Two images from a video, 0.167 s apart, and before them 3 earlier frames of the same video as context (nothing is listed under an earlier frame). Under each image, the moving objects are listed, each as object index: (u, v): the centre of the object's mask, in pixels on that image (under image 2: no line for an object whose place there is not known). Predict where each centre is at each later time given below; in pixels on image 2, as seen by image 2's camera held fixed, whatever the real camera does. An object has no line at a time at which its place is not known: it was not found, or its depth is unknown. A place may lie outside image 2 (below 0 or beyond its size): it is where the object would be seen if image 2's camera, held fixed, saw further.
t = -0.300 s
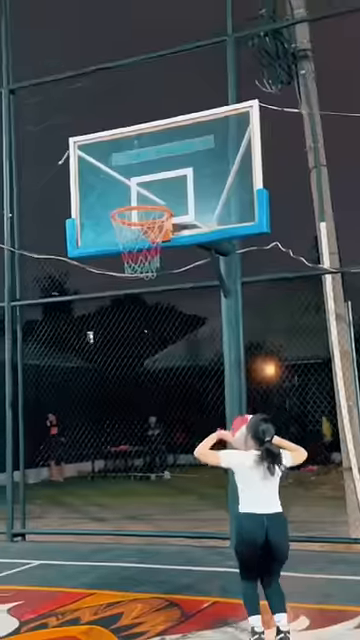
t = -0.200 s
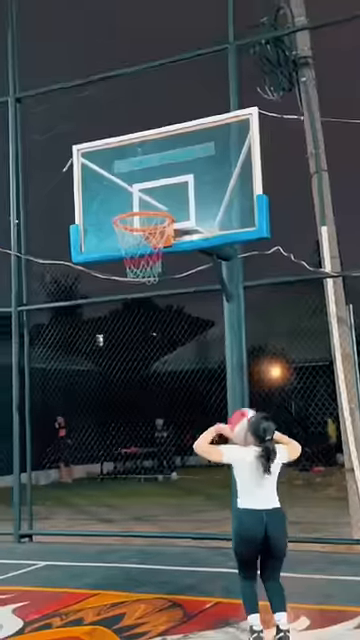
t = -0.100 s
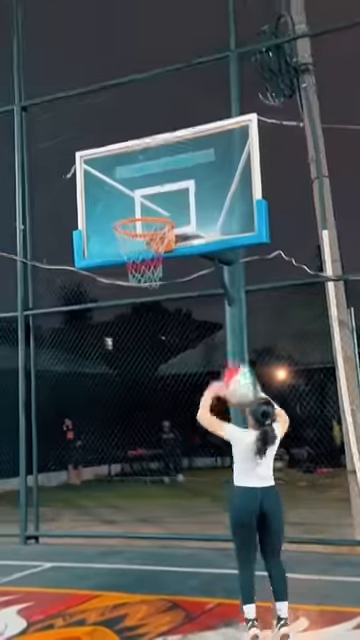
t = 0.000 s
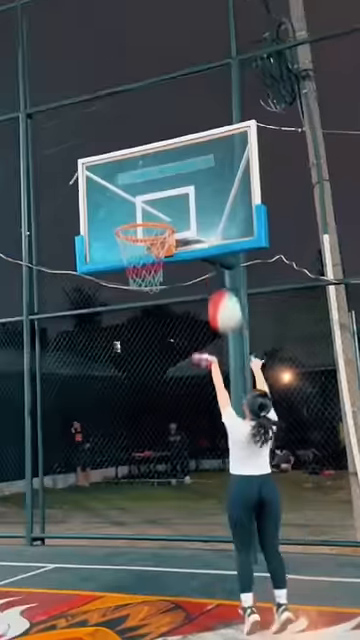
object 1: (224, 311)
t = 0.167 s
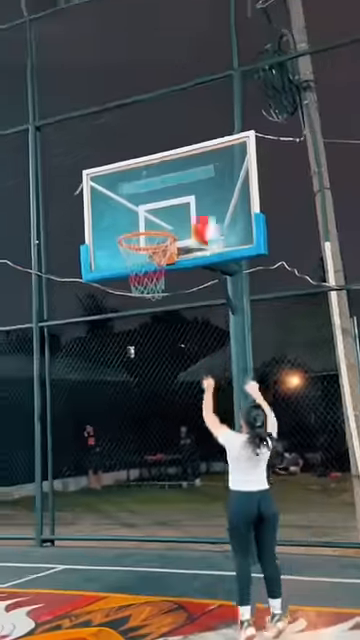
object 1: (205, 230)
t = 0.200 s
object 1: (201, 218)
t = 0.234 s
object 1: (198, 207)
